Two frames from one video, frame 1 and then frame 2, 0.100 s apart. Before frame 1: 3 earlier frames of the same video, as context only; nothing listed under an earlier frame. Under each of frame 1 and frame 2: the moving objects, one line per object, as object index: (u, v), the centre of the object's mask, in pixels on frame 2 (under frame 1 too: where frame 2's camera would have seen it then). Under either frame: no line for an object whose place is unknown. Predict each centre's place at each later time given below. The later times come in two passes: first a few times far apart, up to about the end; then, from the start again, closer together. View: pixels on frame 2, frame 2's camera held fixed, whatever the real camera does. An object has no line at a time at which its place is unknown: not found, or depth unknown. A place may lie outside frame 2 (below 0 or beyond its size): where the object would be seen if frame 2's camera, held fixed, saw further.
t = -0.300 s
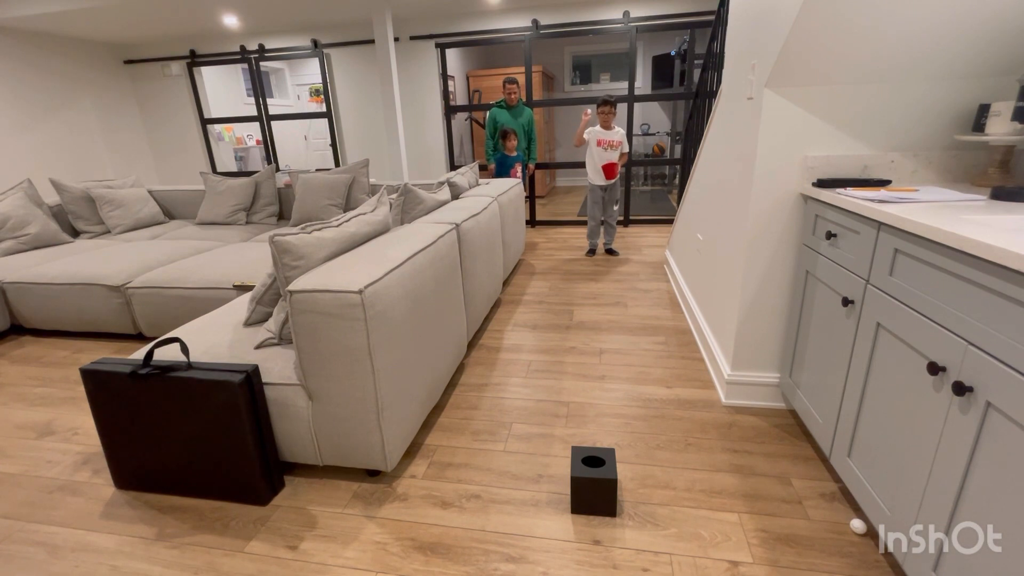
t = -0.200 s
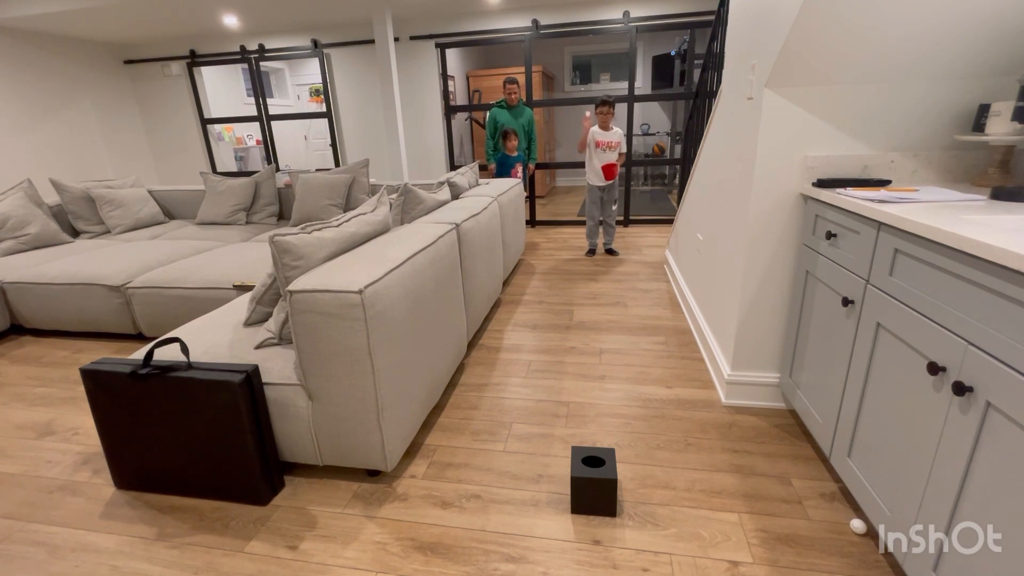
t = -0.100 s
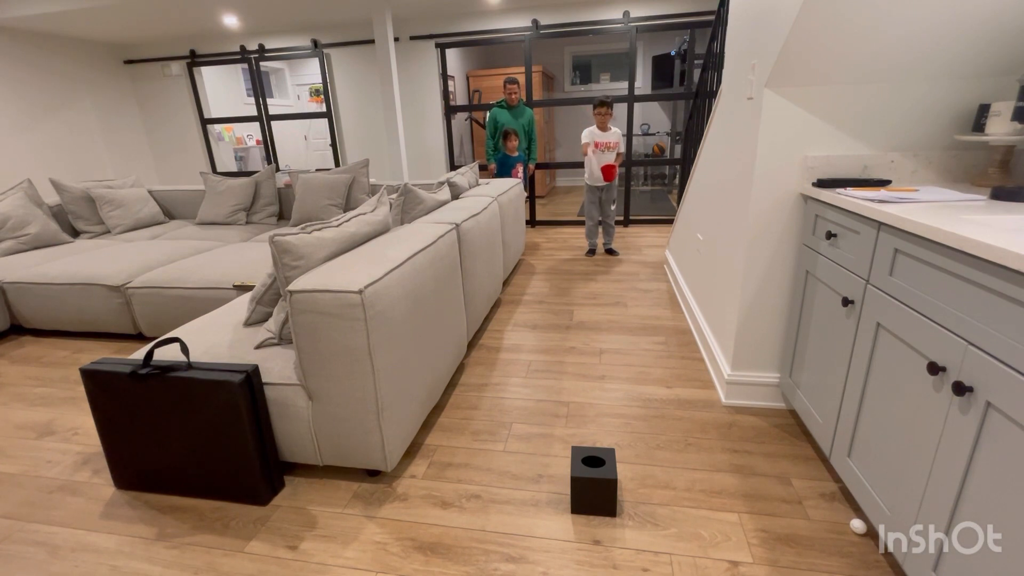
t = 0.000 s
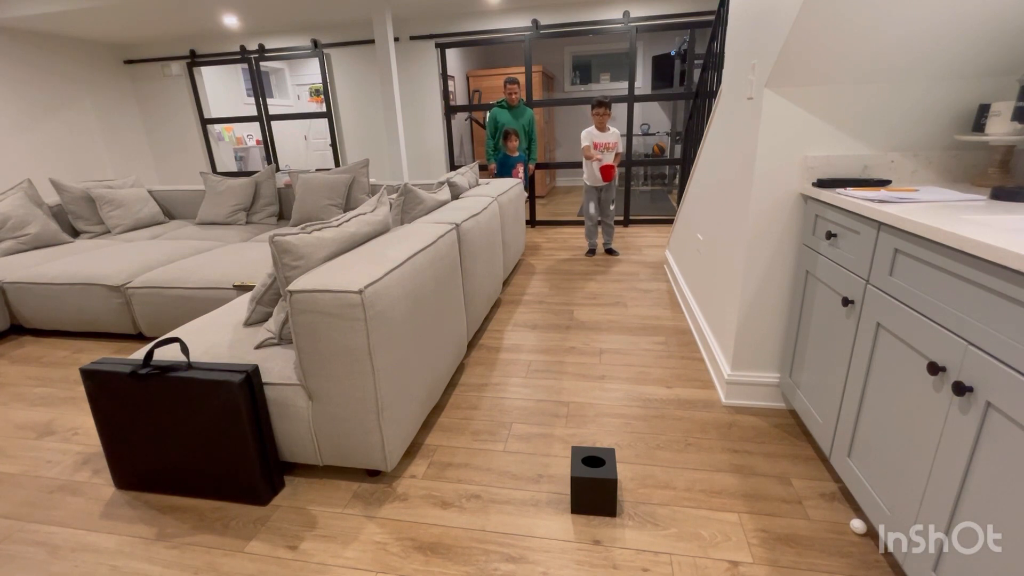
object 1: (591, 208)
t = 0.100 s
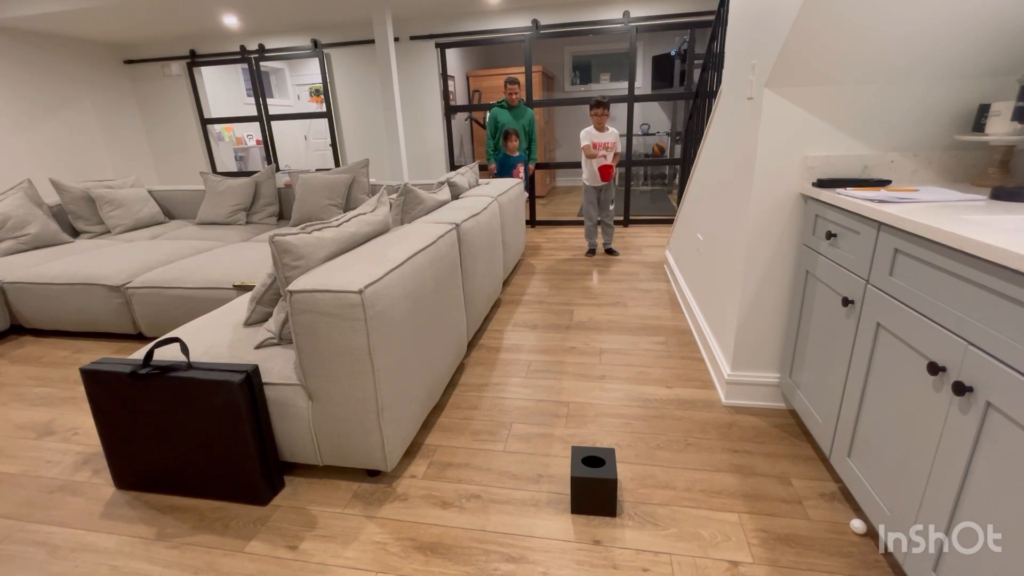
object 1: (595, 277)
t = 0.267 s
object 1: (597, 282)
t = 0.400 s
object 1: (596, 276)
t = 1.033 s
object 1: (595, 415)
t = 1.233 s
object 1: (598, 423)
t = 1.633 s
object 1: (595, 434)
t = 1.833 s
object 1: (591, 427)
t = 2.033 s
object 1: (584, 412)
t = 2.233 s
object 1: (577, 402)
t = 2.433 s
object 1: (570, 393)
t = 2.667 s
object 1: (563, 381)
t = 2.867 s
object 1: (558, 373)
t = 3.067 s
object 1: (553, 366)
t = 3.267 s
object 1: (548, 359)
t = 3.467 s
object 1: (544, 354)
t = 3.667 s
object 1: (540, 348)
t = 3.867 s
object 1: (537, 344)
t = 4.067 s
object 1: (533, 340)
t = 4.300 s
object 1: (530, 336)
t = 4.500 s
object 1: (528, 332)
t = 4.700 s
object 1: (525, 329)
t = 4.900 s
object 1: (524, 327)
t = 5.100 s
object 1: (522, 323)
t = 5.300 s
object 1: (520, 321)
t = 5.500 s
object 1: (520, 319)
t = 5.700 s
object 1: (518, 316)
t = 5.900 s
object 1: (517, 314)
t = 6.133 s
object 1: (517, 312)
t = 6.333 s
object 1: (517, 310)
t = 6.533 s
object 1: (516, 307)
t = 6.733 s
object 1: (516, 306)
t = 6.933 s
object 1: (516, 304)
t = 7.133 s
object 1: (516, 302)
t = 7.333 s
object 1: (516, 301)
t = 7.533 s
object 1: (517, 299)
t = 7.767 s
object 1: (519, 298)
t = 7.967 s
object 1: (521, 296)
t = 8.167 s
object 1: (522, 295)
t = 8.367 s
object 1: (523, 294)
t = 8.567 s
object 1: (522, 293)
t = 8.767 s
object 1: (521, 293)
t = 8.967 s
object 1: (519, 292)
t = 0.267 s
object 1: (597, 282)
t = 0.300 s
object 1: (597, 278)
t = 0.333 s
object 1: (596, 275)
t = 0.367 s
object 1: (596, 275)
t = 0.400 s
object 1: (596, 276)
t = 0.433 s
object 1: (596, 279)
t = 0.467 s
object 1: (595, 285)
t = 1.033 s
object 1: (595, 415)
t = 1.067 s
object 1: (594, 425)
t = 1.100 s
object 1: (595, 427)
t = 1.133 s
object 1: (595, 415)
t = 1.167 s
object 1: (596, 415)
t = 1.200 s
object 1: (597, 419)
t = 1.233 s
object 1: (598, 423)
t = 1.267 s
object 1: (597, 431)
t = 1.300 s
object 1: (599, 439)
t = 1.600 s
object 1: (597, 439)
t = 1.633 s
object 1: (595, 434)
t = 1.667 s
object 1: (594, 434)
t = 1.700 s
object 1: (594, 435)
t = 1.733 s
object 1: (593, 434)
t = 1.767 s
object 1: (592, 429)
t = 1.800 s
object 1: (592, 429)
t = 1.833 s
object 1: (591, 427)
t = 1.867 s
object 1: (590, 425)
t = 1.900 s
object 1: (589, 421)
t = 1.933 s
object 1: (587, 419)
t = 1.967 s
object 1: (586, 419)
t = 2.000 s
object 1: (585, 415)
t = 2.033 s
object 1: (584, 412)
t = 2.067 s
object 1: (583, 412)
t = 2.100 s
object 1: (581, 410)
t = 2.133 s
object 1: (580, 407)
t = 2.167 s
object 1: (579, 407)
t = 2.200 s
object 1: (578, 403)
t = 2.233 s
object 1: (577, 402)
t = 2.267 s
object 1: (576, 401)
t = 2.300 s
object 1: (575, 398)
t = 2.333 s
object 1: (574, 397)
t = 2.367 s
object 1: (573, 395)
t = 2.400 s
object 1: (571, 394)
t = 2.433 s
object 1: (570, 393)
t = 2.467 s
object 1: (569, 391)
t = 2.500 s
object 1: (569, 389)
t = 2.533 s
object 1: (567, 388)
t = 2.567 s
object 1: (567, 386)
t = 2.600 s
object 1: (565, 385)
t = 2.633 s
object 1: (564, 383)
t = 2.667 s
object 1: (563, 381)
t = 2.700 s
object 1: (563, 380)
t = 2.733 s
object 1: (562, 378)
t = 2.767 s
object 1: (561, 377)
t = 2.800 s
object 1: (560, 376)
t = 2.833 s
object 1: (559, 374)
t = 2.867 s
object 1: (558, 373)
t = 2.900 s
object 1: (557, 372)
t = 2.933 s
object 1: (556, 370)
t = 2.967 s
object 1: (555, 369)
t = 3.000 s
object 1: (554, 368)
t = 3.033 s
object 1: (553, 367)
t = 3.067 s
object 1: (553, 366)
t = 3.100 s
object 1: (552, 365)
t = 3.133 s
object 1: (551, 363)
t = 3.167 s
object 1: (550, 362)
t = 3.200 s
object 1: (549, 361)
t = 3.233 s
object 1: (549, 360)
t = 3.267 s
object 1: (548, 359)
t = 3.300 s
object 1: (547, 358)
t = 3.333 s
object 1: (546, 357)
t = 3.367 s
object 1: (545, 356)
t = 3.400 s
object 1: (545, 355)
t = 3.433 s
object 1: (544, 355)
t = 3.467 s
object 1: (544, 354)
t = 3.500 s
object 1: (543, 353)
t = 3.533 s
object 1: (542, 352)
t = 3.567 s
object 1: (542, 351)
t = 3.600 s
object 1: (541, 350)
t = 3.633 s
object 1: (540, 349)
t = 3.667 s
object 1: (540, 348)
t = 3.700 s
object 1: (539, 348)
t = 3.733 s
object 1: (539, 347)
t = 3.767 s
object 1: (538, 346)
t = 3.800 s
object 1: (538, 346)
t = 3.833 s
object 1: (537, 345)
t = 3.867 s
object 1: (537, 344)
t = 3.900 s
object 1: (536, 344)
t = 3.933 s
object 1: (535, 343)
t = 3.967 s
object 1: (535, 342)
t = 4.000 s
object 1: (534, 341)
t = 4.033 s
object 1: (534, 341)
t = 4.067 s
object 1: (533, 340)
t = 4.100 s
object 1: (533, 339)
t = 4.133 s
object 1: (532, 339)
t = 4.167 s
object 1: (532, 338)
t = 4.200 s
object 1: (531, 338)
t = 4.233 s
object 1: (531, 337)
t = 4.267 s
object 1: (531, 336)
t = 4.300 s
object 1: (530, 336)
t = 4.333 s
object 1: (530, 335)
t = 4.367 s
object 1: (529, 335)
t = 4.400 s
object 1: (529, 334)
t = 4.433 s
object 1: (528, 333)
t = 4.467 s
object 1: (528, 333)
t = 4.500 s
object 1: (528, 332)
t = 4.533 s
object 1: (527, 332)
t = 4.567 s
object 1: (527, 331)
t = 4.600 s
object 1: (526, 331)
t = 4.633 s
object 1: (526, 330)
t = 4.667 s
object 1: (526, 330)
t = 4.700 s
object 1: (525, 329)
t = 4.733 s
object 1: (525, 329)
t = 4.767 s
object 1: (525, 329)
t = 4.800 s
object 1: (524, 328)
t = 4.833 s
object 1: (524, 327)
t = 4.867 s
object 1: (524, 327)
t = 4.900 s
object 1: (524, 327)
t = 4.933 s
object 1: (523, 326)
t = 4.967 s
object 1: (523, 326)
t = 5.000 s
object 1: (523, 325)
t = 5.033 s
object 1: (523, 324)
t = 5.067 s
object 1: (522, 324)
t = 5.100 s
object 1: (522, 323)
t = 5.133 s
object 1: (521, 323)
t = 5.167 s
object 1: (521, 323)
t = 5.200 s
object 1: (521, 322)
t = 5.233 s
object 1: (520, 322)
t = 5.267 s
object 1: (520, 321)
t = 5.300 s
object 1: (520, 321)
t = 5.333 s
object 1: (520, 321)
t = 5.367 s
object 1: (520, 320)
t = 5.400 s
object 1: (520, 320)
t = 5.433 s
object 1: (520, 320)
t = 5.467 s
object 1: (520, 319)
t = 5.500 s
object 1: (520, 319)
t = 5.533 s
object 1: (519, 318)
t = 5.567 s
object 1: (519, 318)
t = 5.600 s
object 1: (519, 318)
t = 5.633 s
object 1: (519, 317)
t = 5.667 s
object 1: (519, 317)
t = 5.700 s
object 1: (518, 316)
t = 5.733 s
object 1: (518, 316)
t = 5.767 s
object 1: (518, 316)
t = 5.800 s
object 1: (518, 315)
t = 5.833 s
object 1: (518, 315)
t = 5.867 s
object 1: (517, 314)
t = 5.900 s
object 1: (517, 314)
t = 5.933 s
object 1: (517, 314)
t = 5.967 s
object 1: (517, 313)
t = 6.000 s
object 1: (517, 313)
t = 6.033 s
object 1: (517, 313)
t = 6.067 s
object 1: (517, 312)
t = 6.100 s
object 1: (517, 312)
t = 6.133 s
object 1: (517, 312)
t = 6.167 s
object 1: (517, 311)
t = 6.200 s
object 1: (517, 311)
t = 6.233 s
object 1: (517, 311)
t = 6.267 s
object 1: (517, 310)
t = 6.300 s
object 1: (517, 310)
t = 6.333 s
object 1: (517, 310)
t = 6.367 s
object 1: (517, 309)
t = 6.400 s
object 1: (516, 309)
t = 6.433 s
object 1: (516, 308)
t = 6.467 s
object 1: (516, 308)
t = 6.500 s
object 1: (516, 308)
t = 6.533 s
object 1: (516, 307)
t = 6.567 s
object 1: (515, 307)
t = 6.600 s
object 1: (515, 307)
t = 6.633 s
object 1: (515, 307)
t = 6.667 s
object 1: (515, 306)
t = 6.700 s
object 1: (516, 306)
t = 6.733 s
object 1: (516, 306)
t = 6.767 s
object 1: (516, 305)
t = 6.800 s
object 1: (516, 305)
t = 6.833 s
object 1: (516, 305)
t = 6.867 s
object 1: (516, 305)
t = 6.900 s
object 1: (516, 304)
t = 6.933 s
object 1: (516, 304)
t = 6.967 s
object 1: (516, 304)
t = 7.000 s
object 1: (516, 303)
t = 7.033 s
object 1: (516, 303)
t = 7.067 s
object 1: (516, 303)
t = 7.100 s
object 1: (516, 302)
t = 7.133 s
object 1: (516, 302)
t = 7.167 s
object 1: (516, 302)
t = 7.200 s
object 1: (516, 302)
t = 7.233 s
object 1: (516, 301)
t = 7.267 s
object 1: (516, 301)
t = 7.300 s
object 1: (516, 301)
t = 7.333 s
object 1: (516, 301)
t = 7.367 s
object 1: (516, 300)
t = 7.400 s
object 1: (516, 300)
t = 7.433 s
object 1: (516, 300)
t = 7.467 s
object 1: (517, 300)
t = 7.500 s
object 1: (517, 300)
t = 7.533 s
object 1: (517, 299)
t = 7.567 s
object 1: (517, 299)
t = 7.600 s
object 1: (518, 299)
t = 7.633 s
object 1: (518, 299)
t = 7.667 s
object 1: (518, 298)
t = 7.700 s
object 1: (518, 298)
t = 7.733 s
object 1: (519, 298)
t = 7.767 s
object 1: (519, 298)
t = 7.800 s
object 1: (519, 298)
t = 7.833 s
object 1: (519, 297)
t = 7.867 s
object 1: (520, 297)
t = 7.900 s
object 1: (520, 297)
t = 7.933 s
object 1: (520, 297)
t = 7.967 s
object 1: (521, 296)
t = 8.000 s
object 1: (521, 296)
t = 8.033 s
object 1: (521, 296)
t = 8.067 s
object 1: (522, 296)
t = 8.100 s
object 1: (522, 296)
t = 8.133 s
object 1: (522, 296)
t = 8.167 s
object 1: (522, 295)
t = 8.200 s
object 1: (522, 295)
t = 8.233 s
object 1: (523, 295)
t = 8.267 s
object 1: (523, 295)
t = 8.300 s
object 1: (523, 295)
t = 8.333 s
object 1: (523, 294)
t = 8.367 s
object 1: (523, 294)
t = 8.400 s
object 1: (523, 294)
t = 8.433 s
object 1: (523, 294)
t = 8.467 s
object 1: (523, 294)
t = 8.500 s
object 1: (523, 294)
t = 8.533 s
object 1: (523, 294)
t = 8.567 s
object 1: (522, 293)
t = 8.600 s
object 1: (522, 293)
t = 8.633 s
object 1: (522, 293)
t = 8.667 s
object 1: (522, 293)
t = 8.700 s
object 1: (522, 293)
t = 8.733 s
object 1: (521, 293)
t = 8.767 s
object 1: (521, 293)
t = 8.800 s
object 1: (521, 293)
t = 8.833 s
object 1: (520, 293)
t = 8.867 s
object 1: (520, 293)
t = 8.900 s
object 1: (520, 293)
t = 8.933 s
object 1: (519, 293)
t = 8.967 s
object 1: (519, 292)
